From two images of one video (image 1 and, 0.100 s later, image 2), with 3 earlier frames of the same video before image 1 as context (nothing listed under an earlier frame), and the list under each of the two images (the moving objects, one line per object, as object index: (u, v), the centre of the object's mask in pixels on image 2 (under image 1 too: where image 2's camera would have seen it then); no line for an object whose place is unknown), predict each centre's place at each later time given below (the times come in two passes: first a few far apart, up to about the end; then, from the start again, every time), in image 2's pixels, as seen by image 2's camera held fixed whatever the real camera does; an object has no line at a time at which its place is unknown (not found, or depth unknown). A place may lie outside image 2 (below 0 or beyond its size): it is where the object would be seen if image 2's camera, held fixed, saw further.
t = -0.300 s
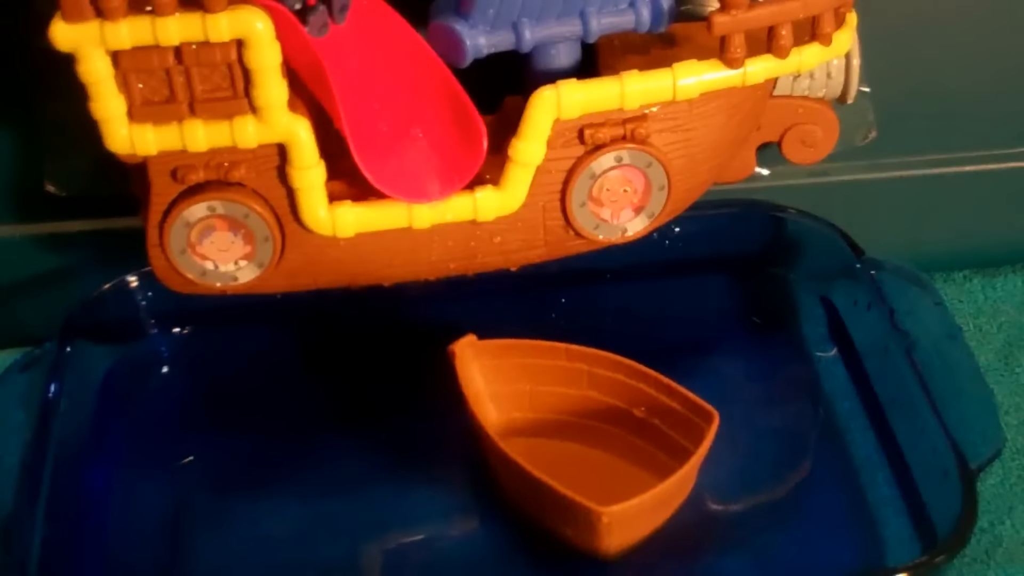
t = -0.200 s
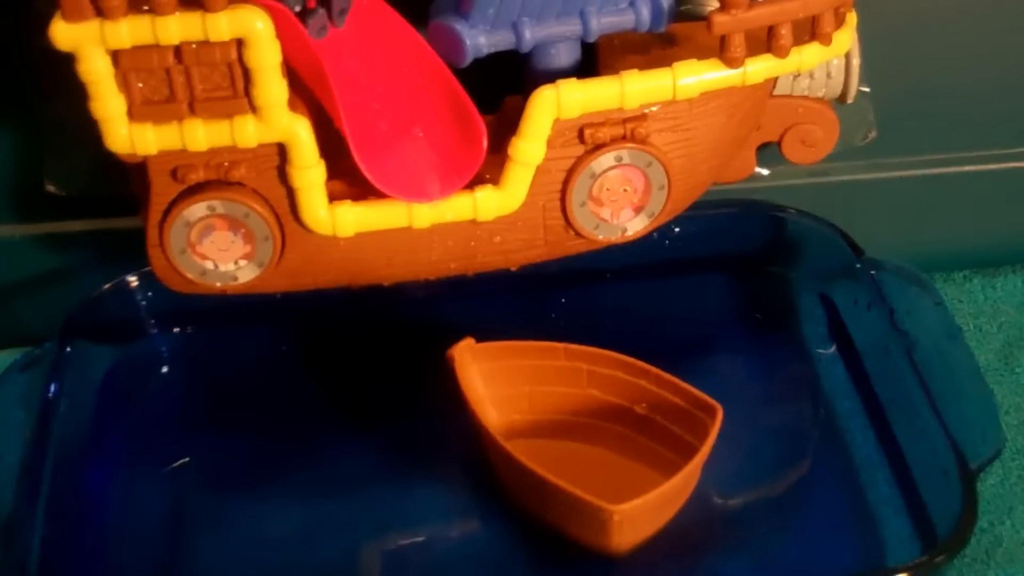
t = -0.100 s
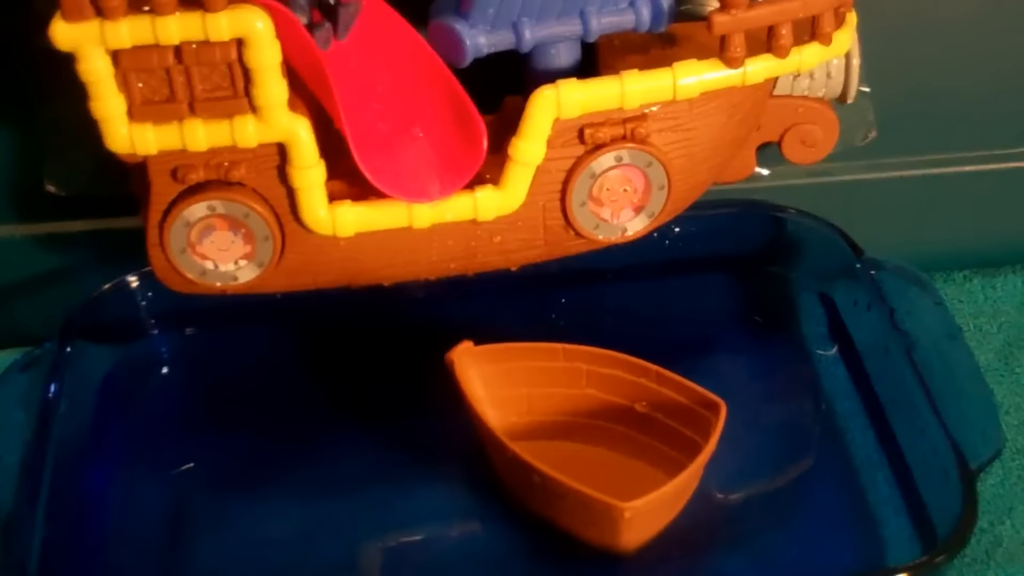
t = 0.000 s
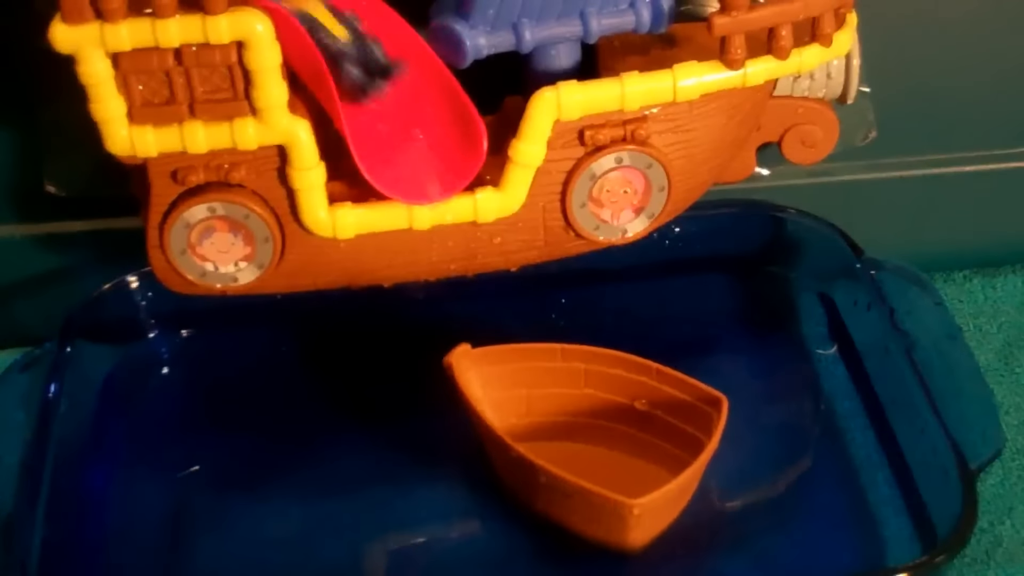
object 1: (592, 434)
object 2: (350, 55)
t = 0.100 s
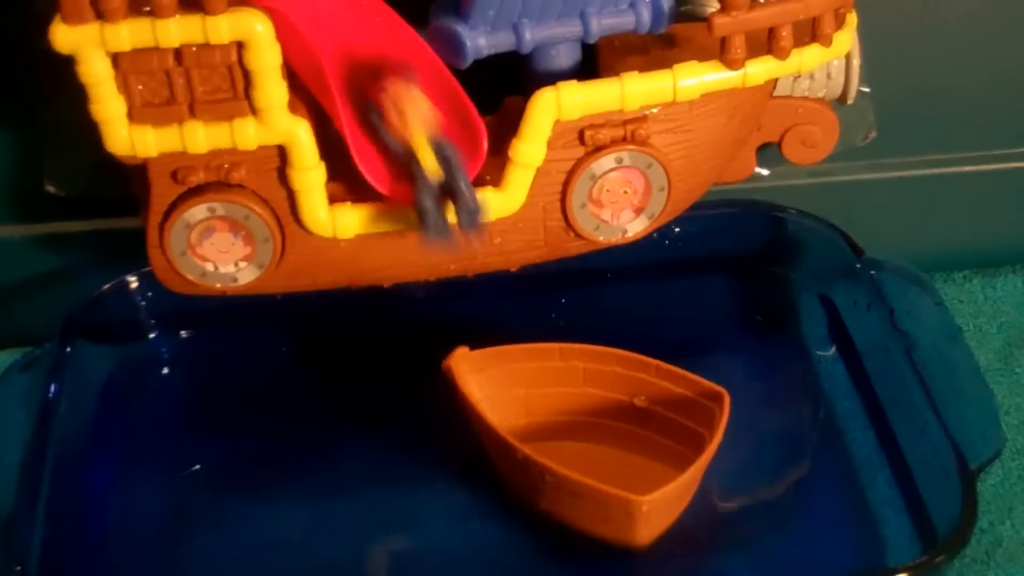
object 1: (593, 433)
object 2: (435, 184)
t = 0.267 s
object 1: (604, 455)
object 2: (574, 525)
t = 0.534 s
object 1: (643, 488)
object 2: (616, 564)
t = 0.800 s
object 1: (645, 496)
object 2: (606, 549)
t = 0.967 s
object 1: (643, 497)
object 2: (615, 548)
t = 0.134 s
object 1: (594, 432)
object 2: (472, 279)
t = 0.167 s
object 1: (600, 435)
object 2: (501, 348)
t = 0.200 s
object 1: (624, 447)
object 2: (514, 424)
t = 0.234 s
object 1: (605, 459)
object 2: (533, 501)
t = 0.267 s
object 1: (604, 455)
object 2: (574, 525)
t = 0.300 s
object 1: (602, 464)
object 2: (589, 532)
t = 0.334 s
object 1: (611, 466)
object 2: (588, 539)
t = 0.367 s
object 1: (623, 469)
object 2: (584, 555)
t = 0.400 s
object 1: (632, 471)
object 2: (579, 558)
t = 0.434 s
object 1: (636, 474)
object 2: (580, 562)
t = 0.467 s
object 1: (639, 479)
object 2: (584, 563)
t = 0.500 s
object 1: (642, 484)
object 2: (616, 563)
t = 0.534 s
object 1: (643, 488)
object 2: (616, 564)
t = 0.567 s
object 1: (642, 493)
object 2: (611, 567)
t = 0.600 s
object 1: (640, 495)
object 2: (611, 567)
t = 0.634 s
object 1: (640, 496)
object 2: (606, 564)
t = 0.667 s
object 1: (640, 494)
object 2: (598, 563)
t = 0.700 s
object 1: (644, 495)
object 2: (601, 562)
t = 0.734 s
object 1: (645, 496)
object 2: (602, 551)
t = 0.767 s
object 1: (645, 496)
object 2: (604, 550)
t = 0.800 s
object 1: (645, 496)
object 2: (606, 549)
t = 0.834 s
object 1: (644, 496)
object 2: (608, 546)
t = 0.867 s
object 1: (644, 495)
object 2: (611, 548)
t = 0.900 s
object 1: (645, 496)
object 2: (613, 547)
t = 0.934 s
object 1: (644, 497)
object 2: (613, 546)
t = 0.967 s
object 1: (643, 497)
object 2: (615, 548)
